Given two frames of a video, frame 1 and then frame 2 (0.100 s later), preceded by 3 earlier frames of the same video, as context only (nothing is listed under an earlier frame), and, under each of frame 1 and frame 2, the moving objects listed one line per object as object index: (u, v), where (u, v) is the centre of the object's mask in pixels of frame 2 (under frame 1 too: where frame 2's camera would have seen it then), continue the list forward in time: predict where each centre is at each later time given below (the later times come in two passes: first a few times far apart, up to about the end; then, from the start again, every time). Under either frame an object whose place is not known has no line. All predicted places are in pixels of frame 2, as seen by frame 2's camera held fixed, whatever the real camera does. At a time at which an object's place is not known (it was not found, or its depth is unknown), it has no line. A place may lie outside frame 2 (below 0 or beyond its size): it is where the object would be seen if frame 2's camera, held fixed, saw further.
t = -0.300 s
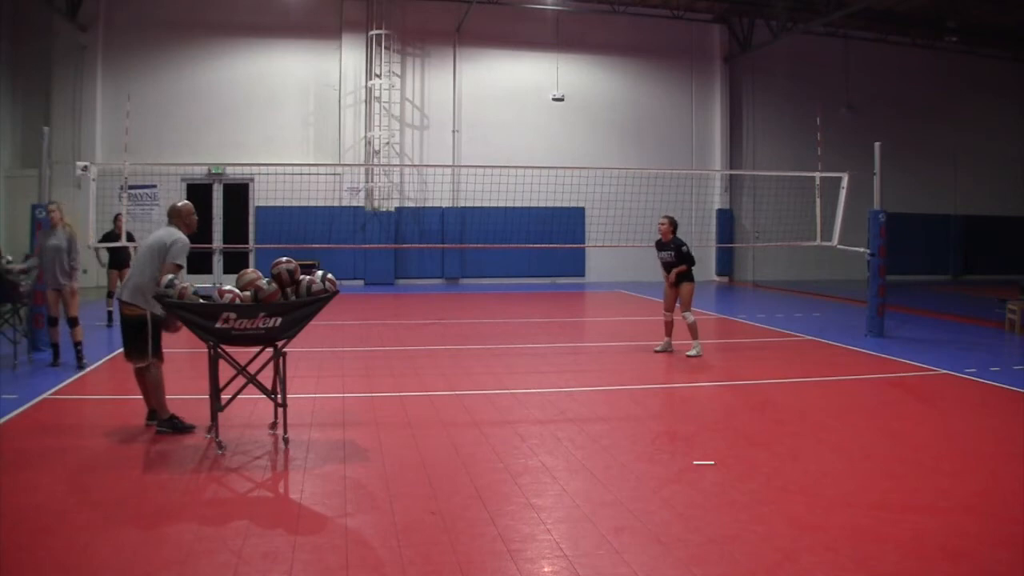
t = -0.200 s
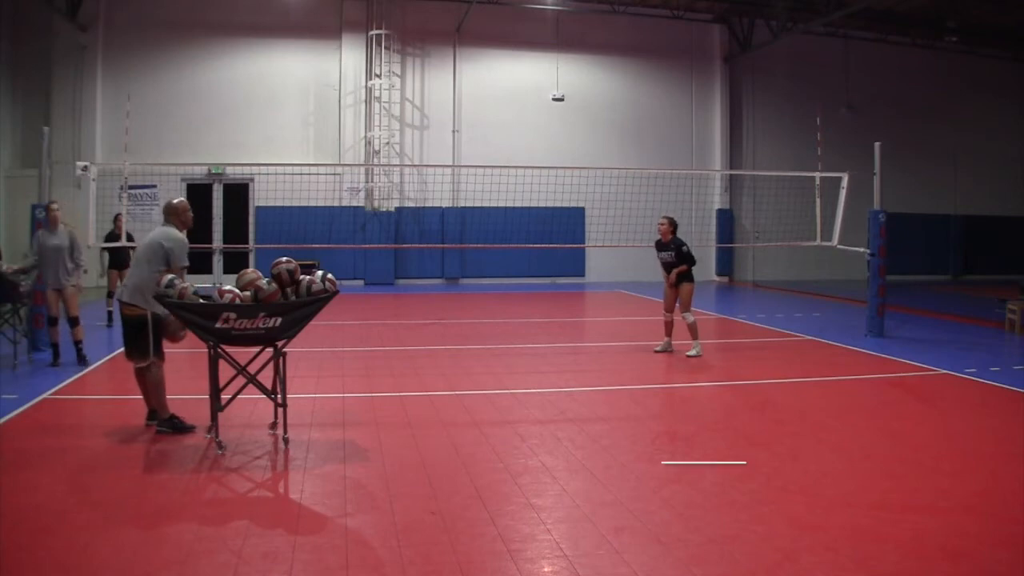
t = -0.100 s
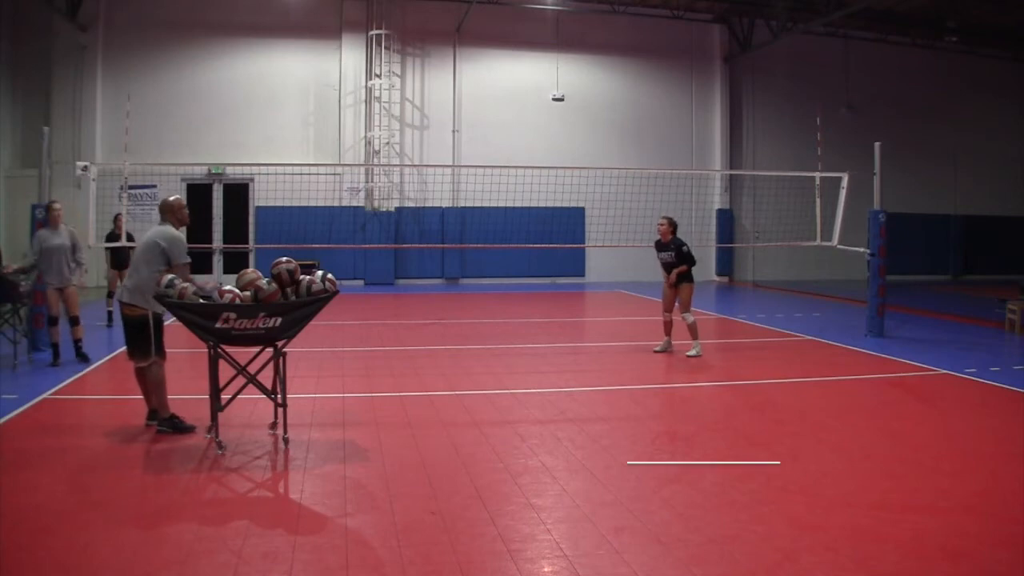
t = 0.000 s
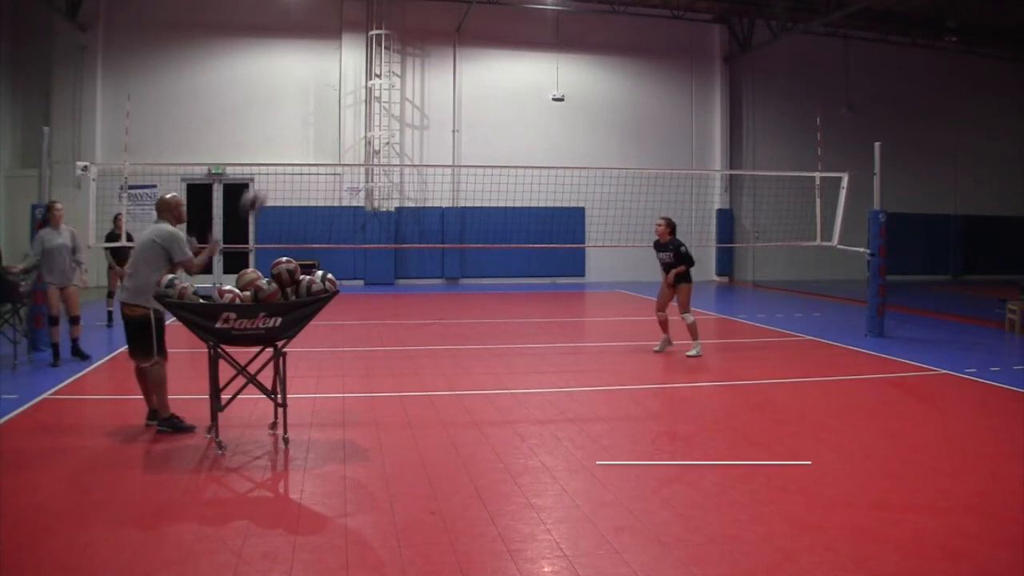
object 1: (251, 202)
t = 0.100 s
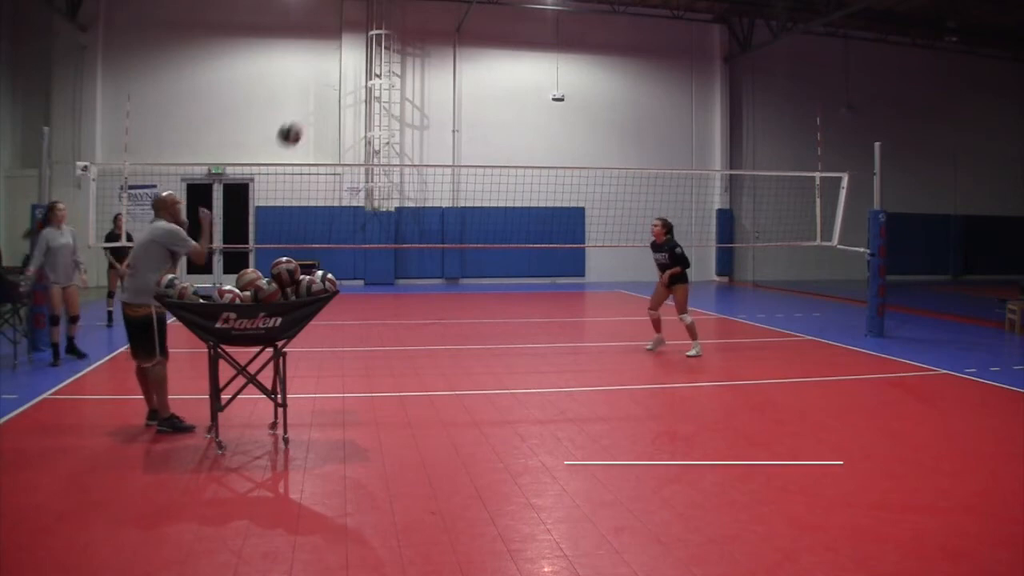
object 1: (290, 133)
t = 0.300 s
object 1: (358, 49)
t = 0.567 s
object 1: (435, 15)
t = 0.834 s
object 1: (497, 52)
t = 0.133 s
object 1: (302, 115)
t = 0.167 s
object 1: (313, 98)
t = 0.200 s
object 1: (325, 84)
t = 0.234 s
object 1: (336, 70)
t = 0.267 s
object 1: (347, 59)
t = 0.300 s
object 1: (358, 49)
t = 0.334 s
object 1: (369, 39)
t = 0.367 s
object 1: (379, 32)
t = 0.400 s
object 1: (389, 26)
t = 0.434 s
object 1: (398, 21)
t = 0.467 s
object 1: (408, 17)
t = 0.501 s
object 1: (417, 15)
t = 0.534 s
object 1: (426, 14)
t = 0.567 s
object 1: (435, 15)
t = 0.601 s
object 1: (443, 15)
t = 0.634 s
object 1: (452, 18)
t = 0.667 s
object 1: (460, 20)
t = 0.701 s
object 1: (468, 24)
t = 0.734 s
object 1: (475, 29)
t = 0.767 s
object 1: (483, 36)
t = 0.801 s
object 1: (490, 44)
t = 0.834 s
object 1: (497, 52)
